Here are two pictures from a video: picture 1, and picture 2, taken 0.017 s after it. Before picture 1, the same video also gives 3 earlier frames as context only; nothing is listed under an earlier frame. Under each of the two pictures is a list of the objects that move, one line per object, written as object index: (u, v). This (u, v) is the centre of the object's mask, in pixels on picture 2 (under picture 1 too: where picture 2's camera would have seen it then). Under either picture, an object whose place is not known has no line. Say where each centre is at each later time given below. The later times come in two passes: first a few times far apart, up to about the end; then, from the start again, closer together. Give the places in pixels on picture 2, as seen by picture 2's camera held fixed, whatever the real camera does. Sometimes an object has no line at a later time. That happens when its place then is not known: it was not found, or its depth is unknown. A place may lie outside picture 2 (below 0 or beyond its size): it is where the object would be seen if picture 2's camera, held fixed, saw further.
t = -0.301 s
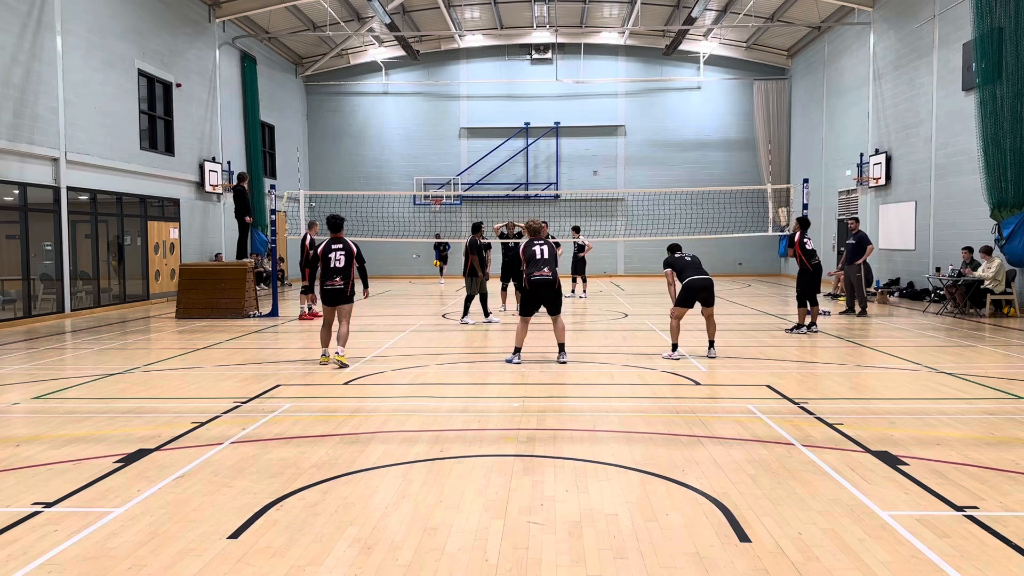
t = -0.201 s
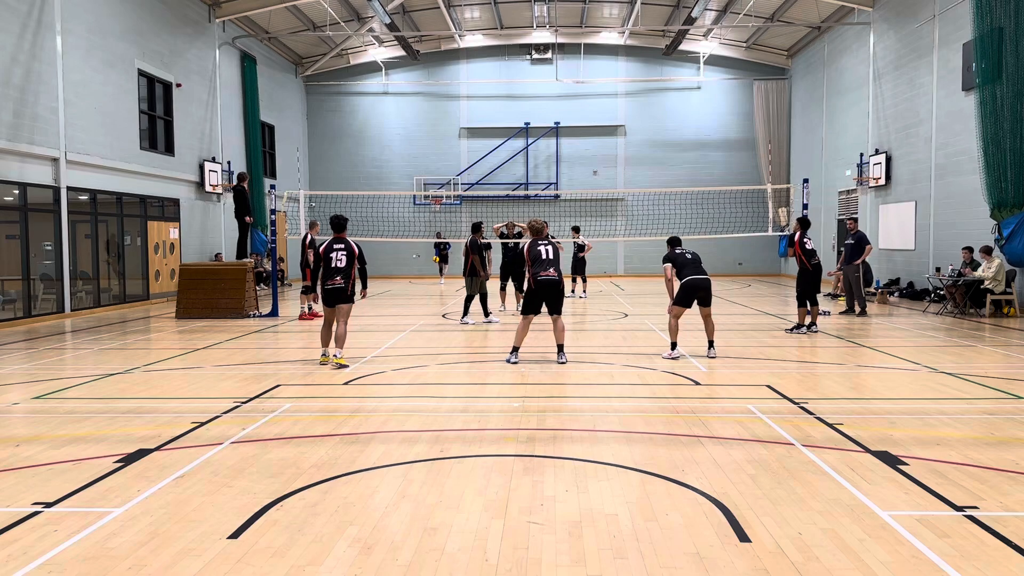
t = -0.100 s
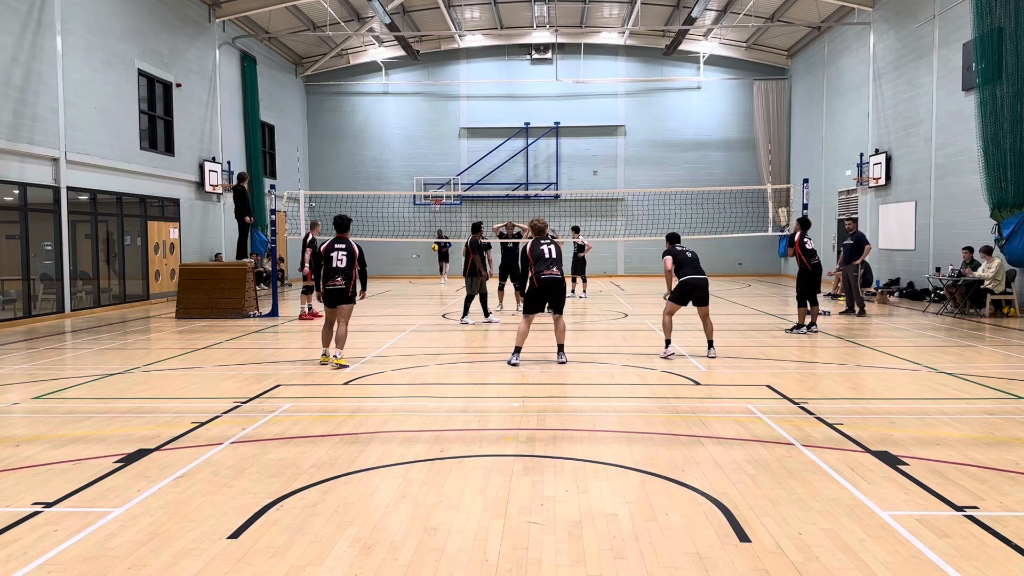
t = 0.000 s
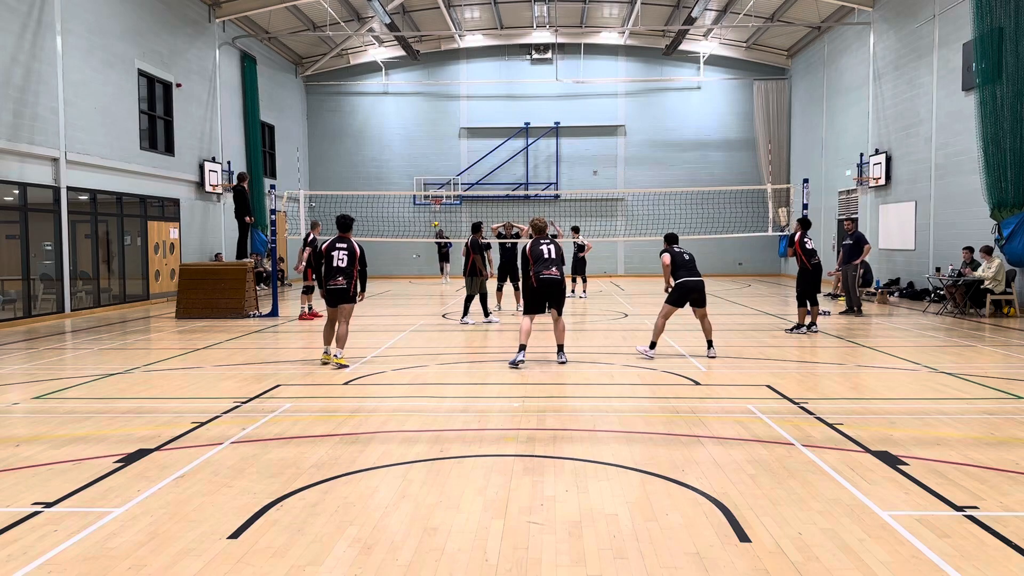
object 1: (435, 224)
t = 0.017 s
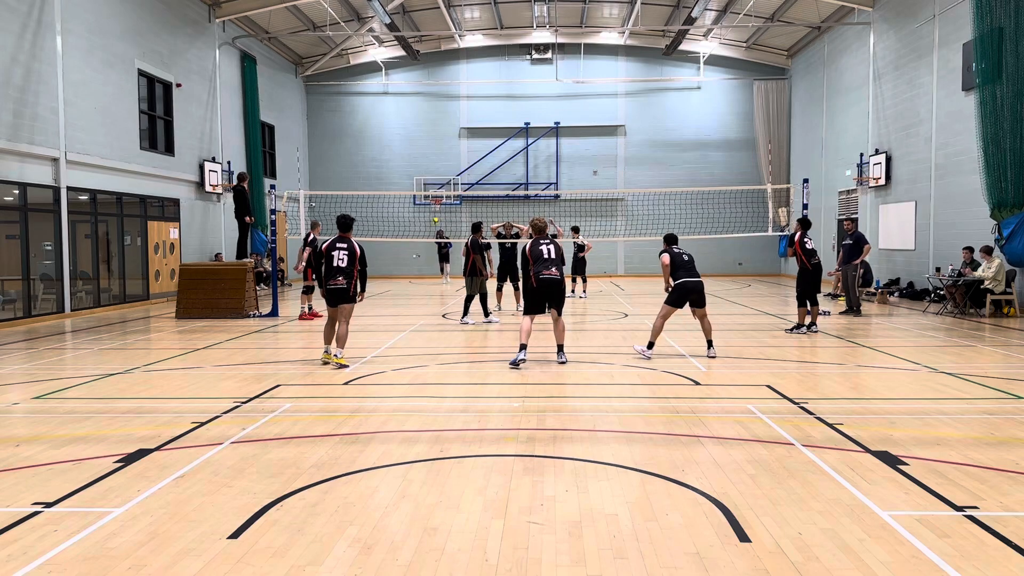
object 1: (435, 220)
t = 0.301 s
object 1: (438, 171)
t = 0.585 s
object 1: (441, 144)
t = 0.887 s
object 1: (444, 145)
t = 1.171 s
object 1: (448, 170)
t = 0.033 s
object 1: (436, 217)
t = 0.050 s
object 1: (436, 214)
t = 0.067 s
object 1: (435, 211)
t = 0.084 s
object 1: (436, 207)
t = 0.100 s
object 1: (436, 204)
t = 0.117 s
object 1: (436, 200)
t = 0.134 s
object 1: (437, 197)
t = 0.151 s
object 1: (437, 196)
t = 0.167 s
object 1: (437, 190)
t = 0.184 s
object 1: (437, 188)
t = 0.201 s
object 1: (437, 185)
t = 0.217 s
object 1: (438, 183)
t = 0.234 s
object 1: (437, 180)
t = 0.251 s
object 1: (438, 178)
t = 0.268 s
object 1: (438, 176)
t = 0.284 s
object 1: (438, 173)
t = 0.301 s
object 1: (438, 171)
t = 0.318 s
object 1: (438, 168)
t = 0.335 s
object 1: (439, 166)
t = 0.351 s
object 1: (439, 164)
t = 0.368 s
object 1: (439, 162)
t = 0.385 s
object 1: (439, 160)
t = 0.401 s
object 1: (439, 159)
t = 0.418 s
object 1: (439, 157)
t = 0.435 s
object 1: (439, 155)
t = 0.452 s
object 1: (440, 152)
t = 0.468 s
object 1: (440, 151)
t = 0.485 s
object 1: (440, 150)
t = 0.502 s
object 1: (440, 149)
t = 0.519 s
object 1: (440, 147)
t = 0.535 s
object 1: (440, 146)
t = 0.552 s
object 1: (441, 145)
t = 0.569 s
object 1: (441, 144)
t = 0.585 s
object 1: (441, 144)
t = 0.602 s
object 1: (441, 143)
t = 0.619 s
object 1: (441, 143)
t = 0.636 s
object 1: (441, 142)
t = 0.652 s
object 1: (441, 141)
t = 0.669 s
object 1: (442, 141)
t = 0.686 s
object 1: (442, 141)
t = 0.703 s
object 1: (442, 141)
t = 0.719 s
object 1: (442, 141)
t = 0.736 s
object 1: (442, 141)
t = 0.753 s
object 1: (442, 141)
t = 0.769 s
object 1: (443, 141)
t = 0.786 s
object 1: (443, 141)
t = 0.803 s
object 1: (443, 141)
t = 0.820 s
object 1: (443, 142)
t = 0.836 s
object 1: (444, 143)
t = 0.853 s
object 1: (444, 143)
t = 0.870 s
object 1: (444, 144)
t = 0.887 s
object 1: (444, 145)
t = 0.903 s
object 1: (444, 145)
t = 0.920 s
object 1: (444, 147)
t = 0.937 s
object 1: (445, 148)
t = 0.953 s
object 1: (445, 149)
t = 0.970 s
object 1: (445, 150)
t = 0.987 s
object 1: (445, 152)
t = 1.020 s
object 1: (445, 153)
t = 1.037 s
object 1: (446, 155)
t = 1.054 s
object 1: (446, 156)
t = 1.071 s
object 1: (446, 158)
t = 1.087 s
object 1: (446, 160)
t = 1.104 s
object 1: (447, 161)
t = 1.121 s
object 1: (447, 163)
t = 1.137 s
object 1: (447, 166)
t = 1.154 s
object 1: (447, 168)
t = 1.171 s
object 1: (448, 170)
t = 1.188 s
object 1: (448, 172)
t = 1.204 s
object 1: (448, 175)
